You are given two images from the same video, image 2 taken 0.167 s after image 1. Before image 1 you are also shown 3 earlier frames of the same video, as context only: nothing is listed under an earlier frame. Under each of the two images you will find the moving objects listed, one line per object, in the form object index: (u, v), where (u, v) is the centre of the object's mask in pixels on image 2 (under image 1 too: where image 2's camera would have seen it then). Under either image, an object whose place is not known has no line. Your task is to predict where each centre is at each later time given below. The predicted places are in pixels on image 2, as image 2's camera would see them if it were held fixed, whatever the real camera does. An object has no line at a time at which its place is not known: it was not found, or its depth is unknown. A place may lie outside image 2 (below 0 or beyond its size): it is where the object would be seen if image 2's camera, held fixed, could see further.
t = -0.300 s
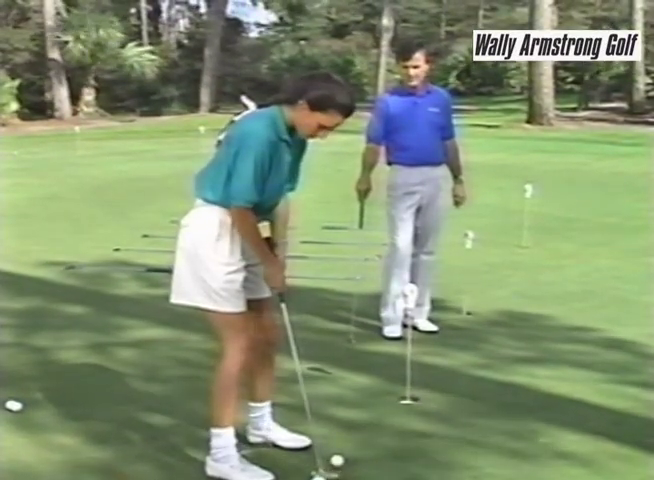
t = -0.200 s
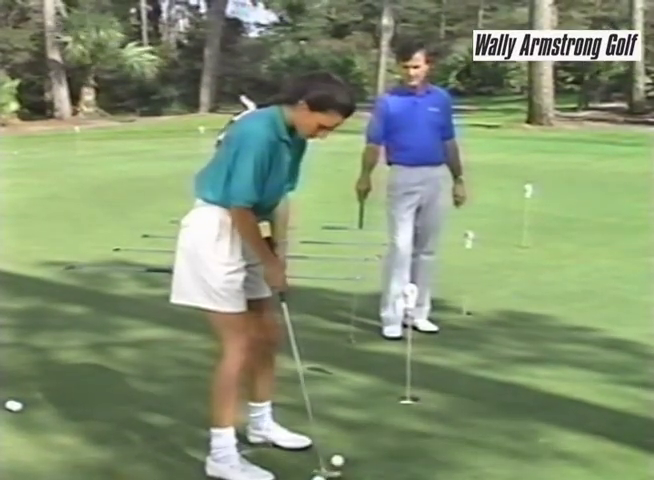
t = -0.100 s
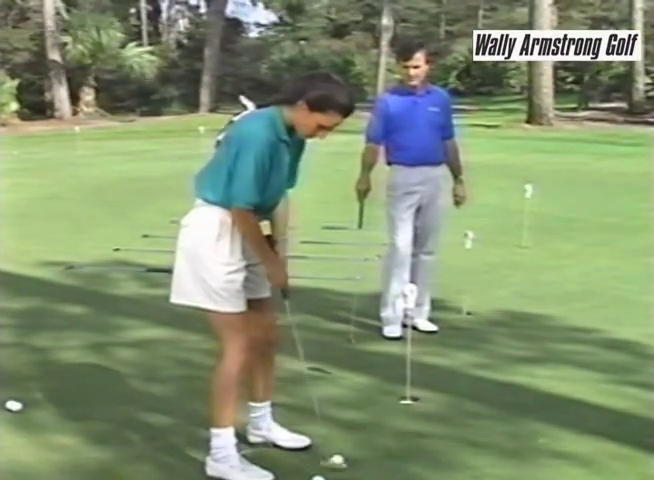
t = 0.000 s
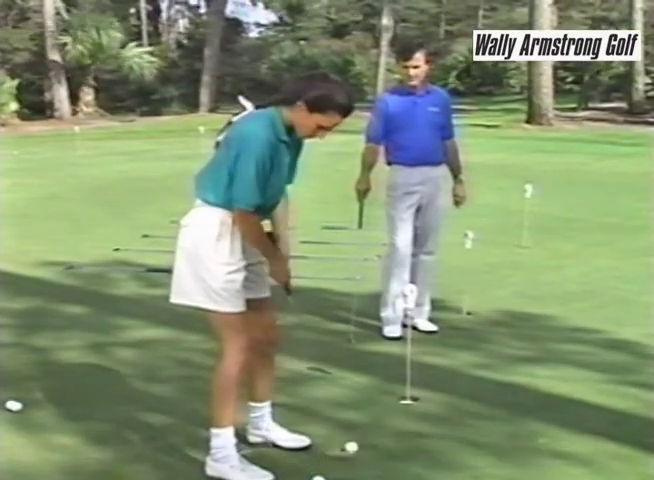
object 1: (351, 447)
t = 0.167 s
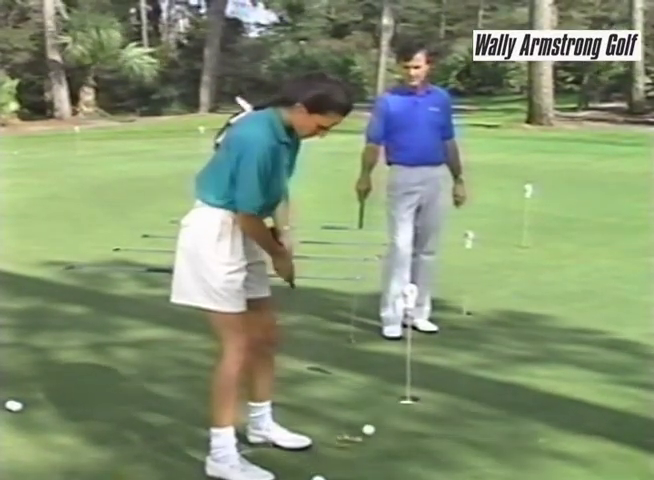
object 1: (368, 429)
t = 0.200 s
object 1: (371, 427)
